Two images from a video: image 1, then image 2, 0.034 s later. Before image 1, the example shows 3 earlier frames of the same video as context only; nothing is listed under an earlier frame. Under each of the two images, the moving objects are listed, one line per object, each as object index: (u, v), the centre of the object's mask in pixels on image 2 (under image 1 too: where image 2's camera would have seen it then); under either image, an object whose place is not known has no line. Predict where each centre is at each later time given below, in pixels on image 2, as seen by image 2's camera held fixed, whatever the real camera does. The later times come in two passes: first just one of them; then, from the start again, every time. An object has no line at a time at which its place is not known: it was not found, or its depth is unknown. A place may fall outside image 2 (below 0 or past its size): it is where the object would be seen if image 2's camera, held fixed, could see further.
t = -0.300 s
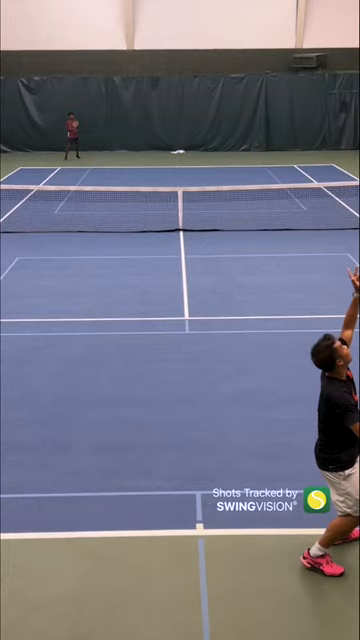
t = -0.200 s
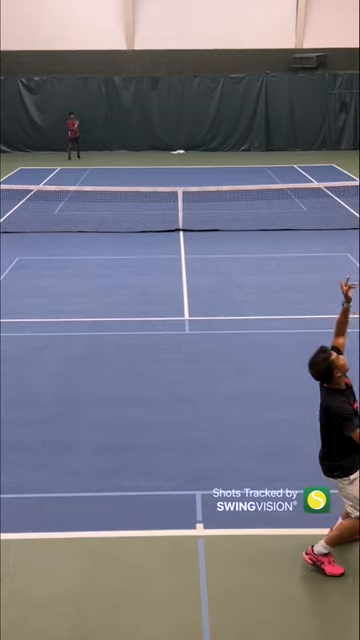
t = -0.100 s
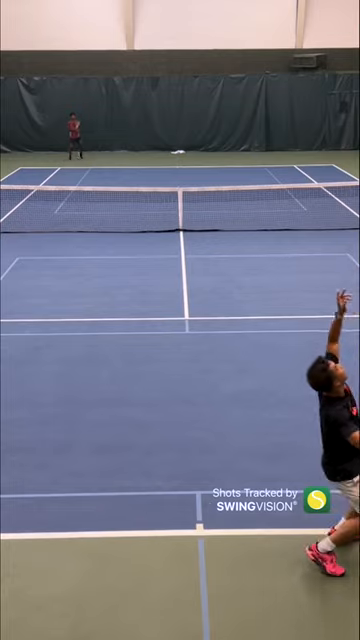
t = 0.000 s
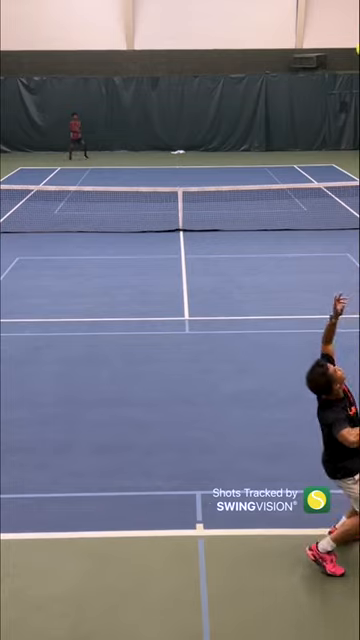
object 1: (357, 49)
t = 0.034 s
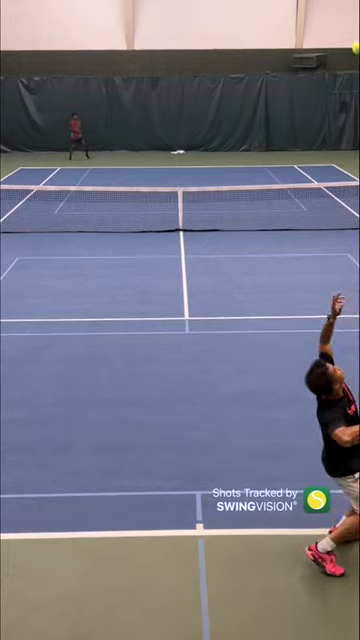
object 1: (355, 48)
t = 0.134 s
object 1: (345, 56)
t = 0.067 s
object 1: (353, 49)
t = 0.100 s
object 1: (349, 51)
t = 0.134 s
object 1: (345, 56)
